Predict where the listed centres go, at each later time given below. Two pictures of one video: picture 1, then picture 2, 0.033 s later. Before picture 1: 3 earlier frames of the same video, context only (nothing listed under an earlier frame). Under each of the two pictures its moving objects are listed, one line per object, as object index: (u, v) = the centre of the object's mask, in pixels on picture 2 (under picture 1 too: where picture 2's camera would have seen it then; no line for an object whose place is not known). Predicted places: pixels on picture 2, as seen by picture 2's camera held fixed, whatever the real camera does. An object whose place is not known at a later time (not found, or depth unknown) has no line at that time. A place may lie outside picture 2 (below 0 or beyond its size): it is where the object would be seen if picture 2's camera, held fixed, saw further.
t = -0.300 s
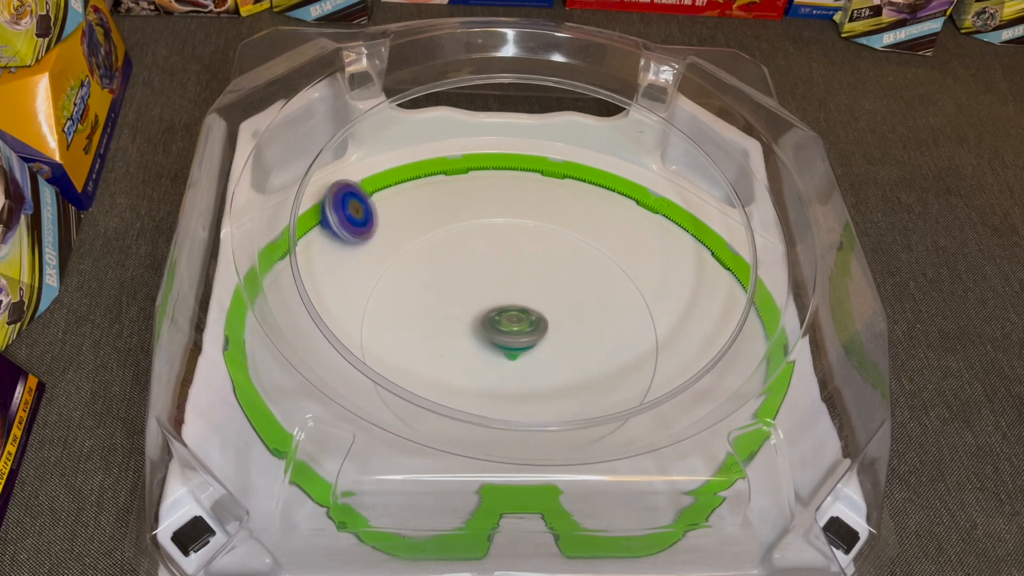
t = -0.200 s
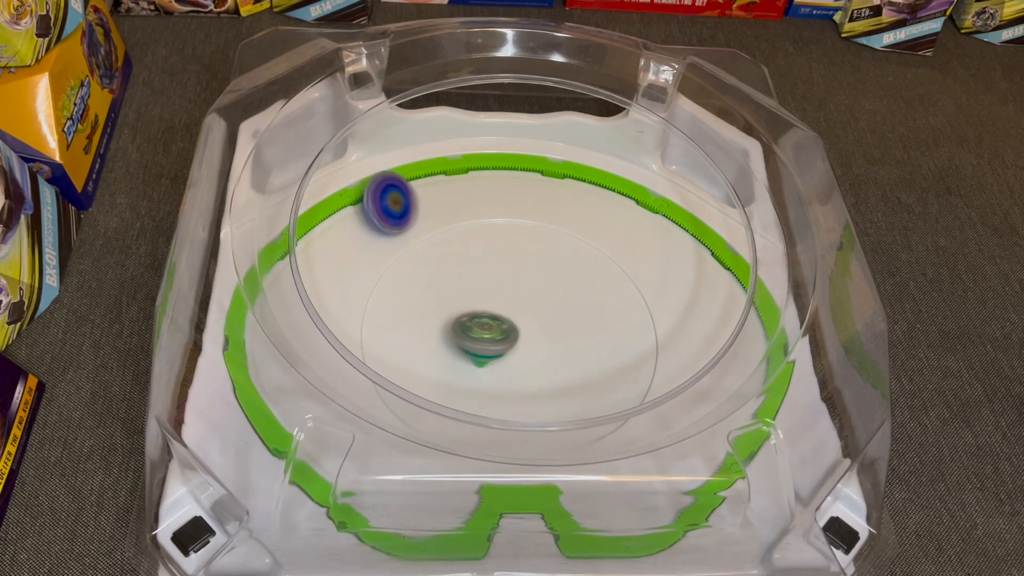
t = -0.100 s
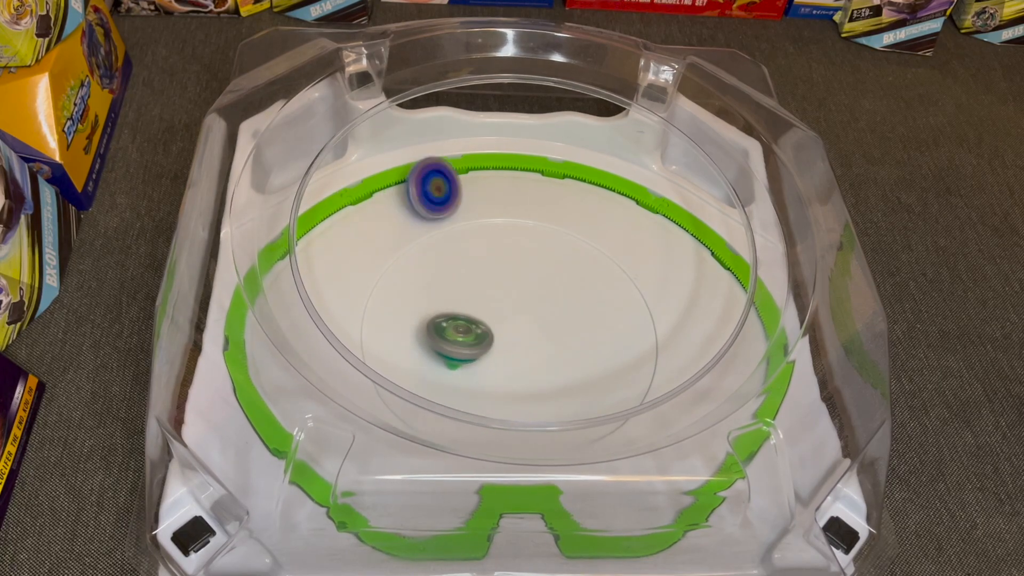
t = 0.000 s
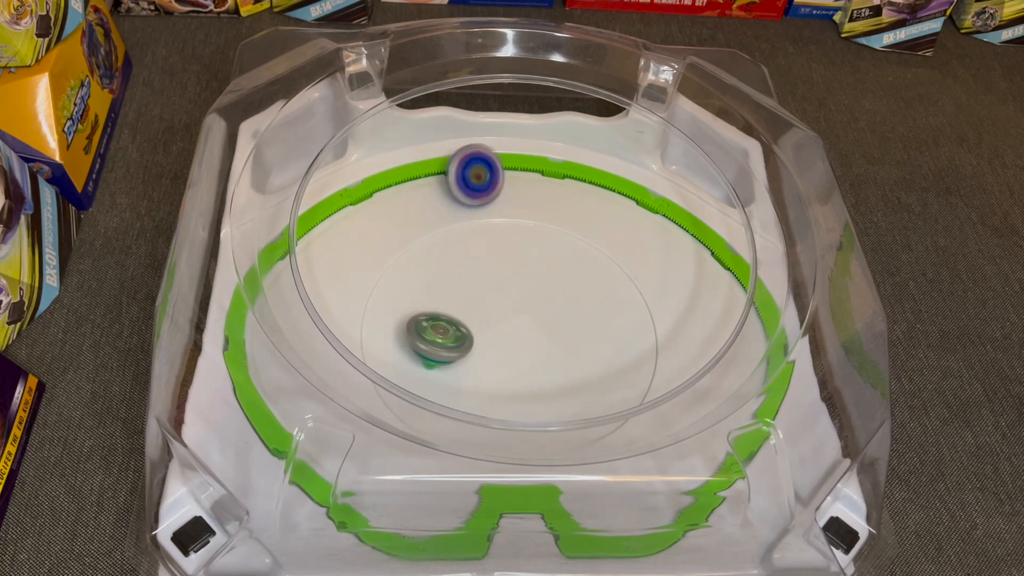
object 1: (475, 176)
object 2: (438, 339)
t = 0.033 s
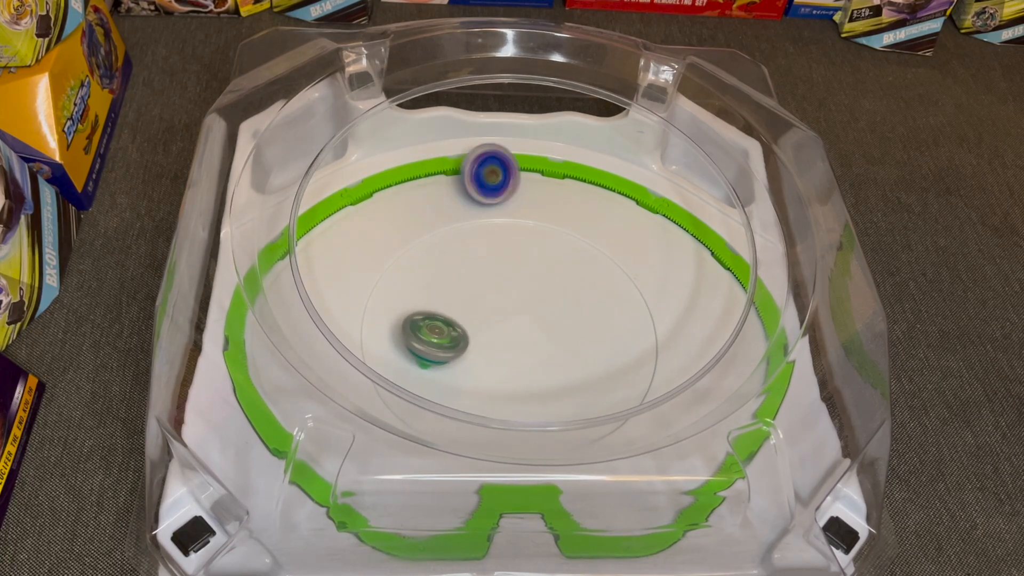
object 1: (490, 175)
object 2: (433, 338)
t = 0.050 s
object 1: (497, 177)
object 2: (432, 338)
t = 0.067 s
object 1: (503, 180)
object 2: (430, 338)
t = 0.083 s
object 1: (511, 181)
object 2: (429, 337)
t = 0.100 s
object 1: (518, 183)
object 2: (429, 337)
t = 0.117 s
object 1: (526, 186)
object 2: (428, 336)
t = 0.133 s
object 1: (533, 190)
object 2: (428, 335)
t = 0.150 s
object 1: (541, 192)
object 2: (428, 335)
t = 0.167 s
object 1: (550, 192)
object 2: (429, 333)
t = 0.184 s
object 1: (557, 196)
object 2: (429, 333)
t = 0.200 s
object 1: (565, 199)
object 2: (430, 332)
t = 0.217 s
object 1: (575, 197)
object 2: (431, 331)
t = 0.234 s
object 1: (582, 199)
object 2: (432, 330)
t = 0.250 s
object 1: (591, 204)
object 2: (434, 328)
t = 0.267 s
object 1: (600, 206)
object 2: (436, 327)
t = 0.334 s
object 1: (633, 214)
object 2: (444, 322)
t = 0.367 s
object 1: (652, 221)
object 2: (448, 319)
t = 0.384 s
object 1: (659, 223)
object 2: (450, 318)
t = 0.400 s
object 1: (666, 228)
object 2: (452, 316)
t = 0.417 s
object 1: (672, 233)
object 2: (454, 315)
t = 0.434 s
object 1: (678, 237)
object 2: (455, 313)
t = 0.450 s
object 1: (684, 243)
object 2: (458, 312)
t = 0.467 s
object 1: (690, 251)
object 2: (459, 310)
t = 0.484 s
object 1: (695, 254)
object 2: (461, 309)
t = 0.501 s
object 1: (702, 259)
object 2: (463, 307)
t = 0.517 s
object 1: (710, 267)
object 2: (465, 305)
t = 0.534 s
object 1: (715, 273)
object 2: (466, 304)
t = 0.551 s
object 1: (717, 278)
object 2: (468, 301)
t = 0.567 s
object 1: (717, 287)
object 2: (469, 300)
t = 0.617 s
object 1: (721, 312)
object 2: (473, 295)
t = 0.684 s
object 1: (731, 349)
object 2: (478, 288)
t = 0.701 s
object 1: (736, 361)
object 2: (479, 287)
